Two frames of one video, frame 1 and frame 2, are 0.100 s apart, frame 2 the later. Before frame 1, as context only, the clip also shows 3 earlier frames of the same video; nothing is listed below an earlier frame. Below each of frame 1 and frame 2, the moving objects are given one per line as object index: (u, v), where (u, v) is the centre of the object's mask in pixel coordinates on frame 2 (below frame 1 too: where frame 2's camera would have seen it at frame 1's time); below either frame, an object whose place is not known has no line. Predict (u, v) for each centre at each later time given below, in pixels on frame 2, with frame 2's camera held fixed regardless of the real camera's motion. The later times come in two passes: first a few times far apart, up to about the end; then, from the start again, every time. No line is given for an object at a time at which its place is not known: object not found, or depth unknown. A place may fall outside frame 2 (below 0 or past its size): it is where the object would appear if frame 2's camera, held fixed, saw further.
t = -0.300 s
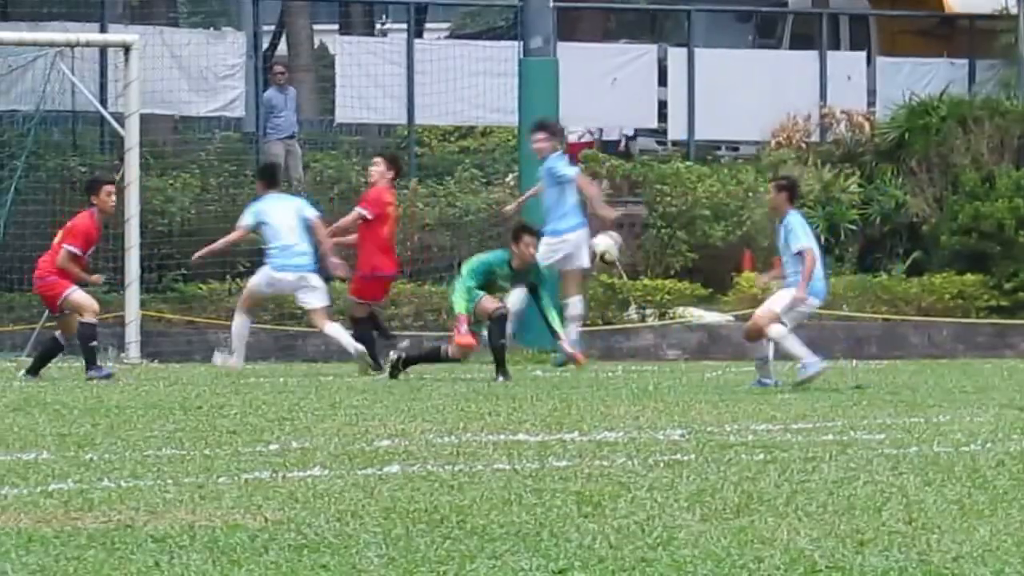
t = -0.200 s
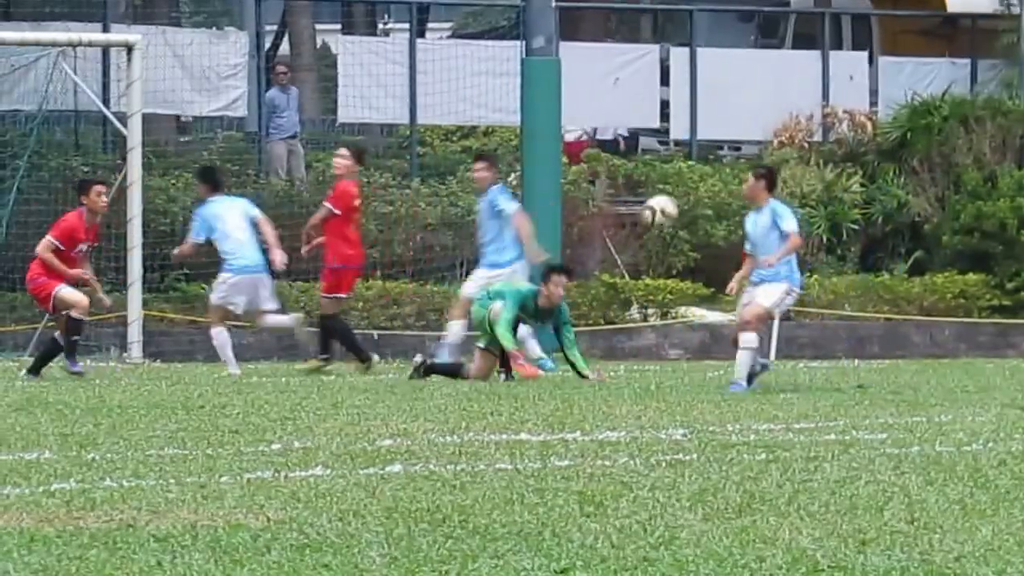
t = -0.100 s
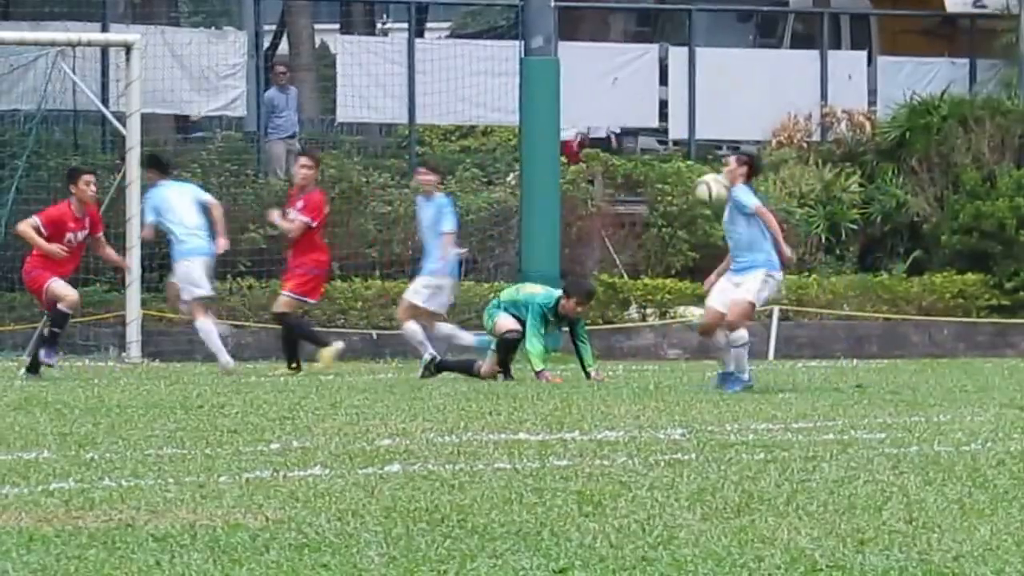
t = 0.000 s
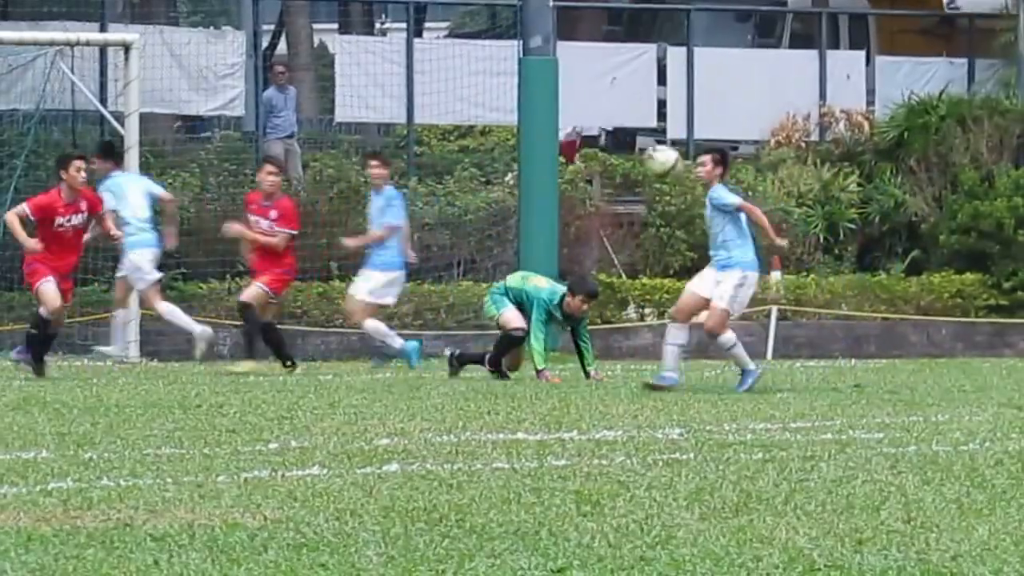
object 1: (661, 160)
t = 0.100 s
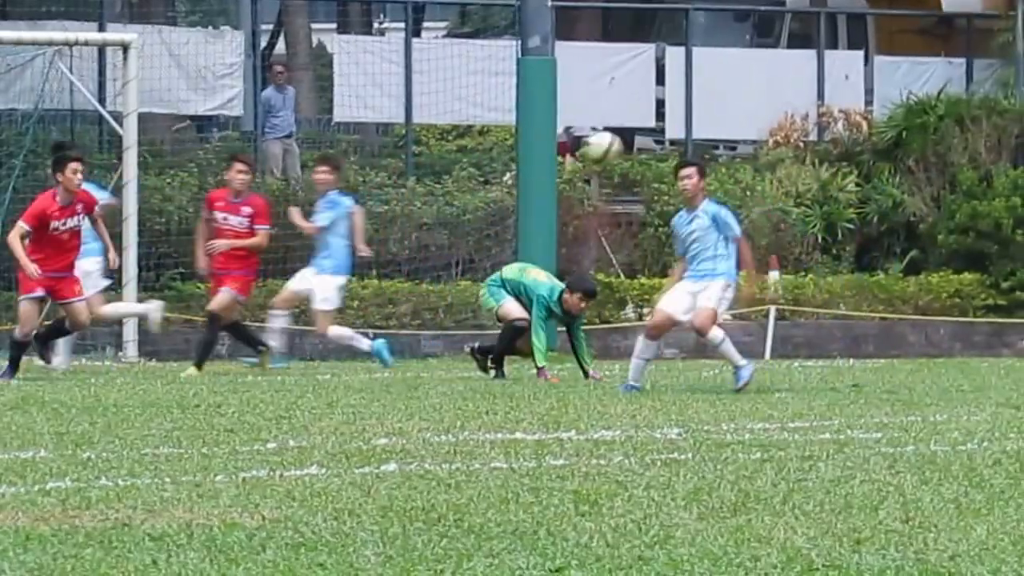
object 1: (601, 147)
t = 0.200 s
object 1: (542, 149)
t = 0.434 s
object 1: (399, 219)
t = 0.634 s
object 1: (277, 354)
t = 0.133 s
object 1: (583, 141)
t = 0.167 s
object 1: (565, 143)
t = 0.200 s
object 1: (542, 149)
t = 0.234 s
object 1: (521, 152)
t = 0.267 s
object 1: (500, 160)
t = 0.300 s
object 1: (480, 166)
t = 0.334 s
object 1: (459, 176)
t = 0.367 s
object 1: (440, 187)
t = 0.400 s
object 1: (421, 201)
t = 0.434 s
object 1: (399, 219)
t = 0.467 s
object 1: (379, 237)
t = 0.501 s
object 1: (360, 255)
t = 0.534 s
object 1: (340, 275)
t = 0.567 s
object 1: (319, 300)
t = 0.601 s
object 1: (298, 328)
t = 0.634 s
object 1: (277, 354)
